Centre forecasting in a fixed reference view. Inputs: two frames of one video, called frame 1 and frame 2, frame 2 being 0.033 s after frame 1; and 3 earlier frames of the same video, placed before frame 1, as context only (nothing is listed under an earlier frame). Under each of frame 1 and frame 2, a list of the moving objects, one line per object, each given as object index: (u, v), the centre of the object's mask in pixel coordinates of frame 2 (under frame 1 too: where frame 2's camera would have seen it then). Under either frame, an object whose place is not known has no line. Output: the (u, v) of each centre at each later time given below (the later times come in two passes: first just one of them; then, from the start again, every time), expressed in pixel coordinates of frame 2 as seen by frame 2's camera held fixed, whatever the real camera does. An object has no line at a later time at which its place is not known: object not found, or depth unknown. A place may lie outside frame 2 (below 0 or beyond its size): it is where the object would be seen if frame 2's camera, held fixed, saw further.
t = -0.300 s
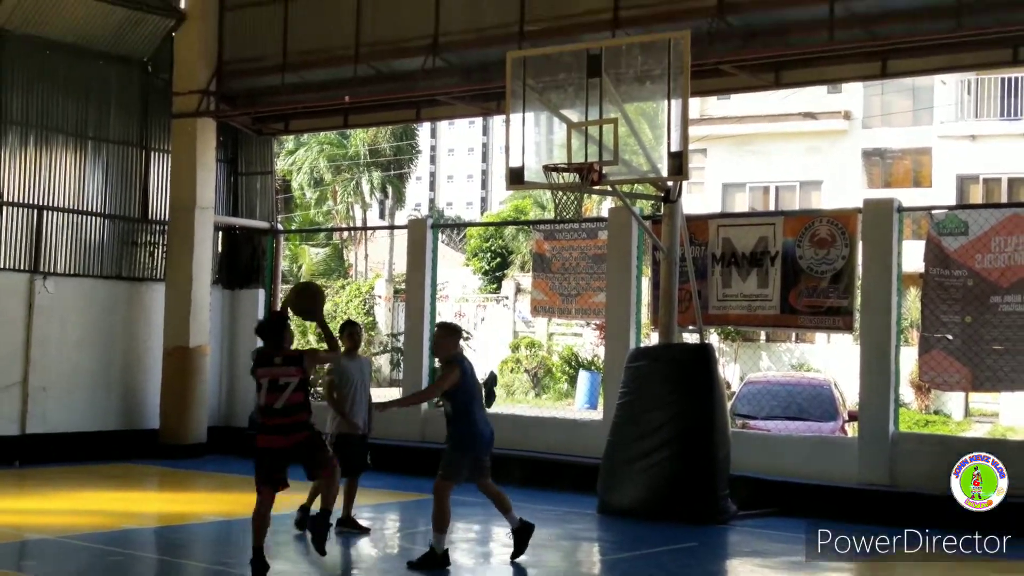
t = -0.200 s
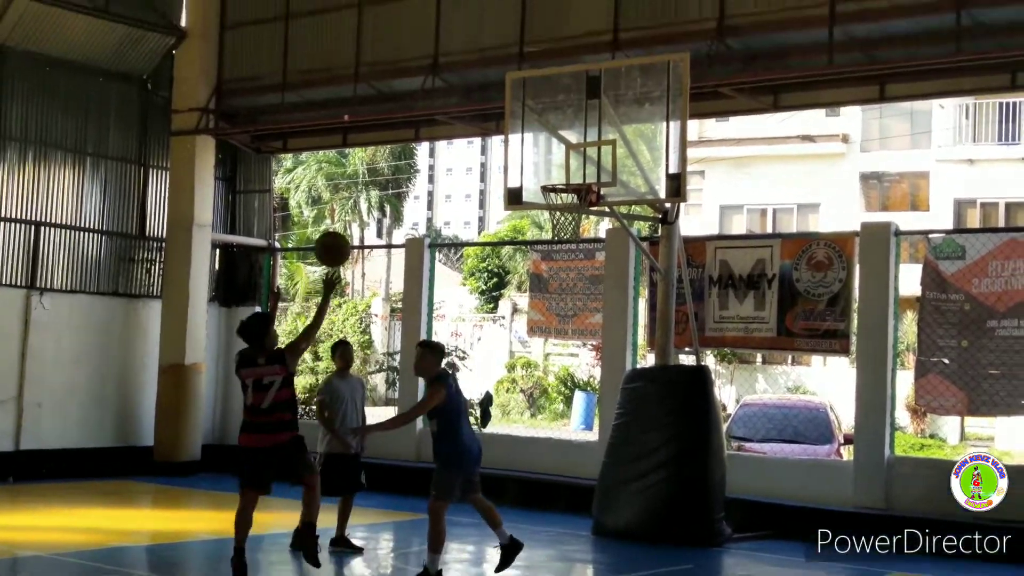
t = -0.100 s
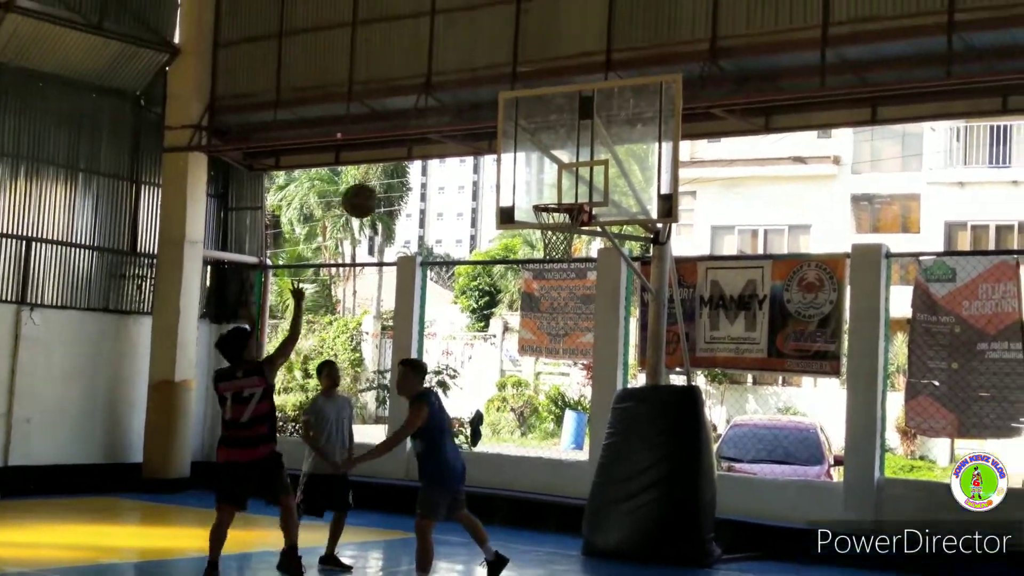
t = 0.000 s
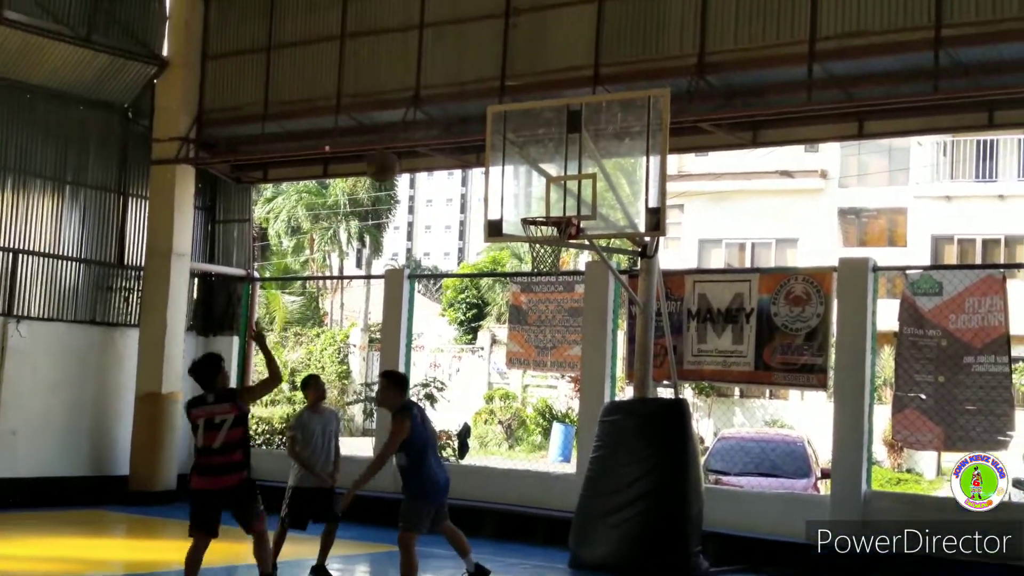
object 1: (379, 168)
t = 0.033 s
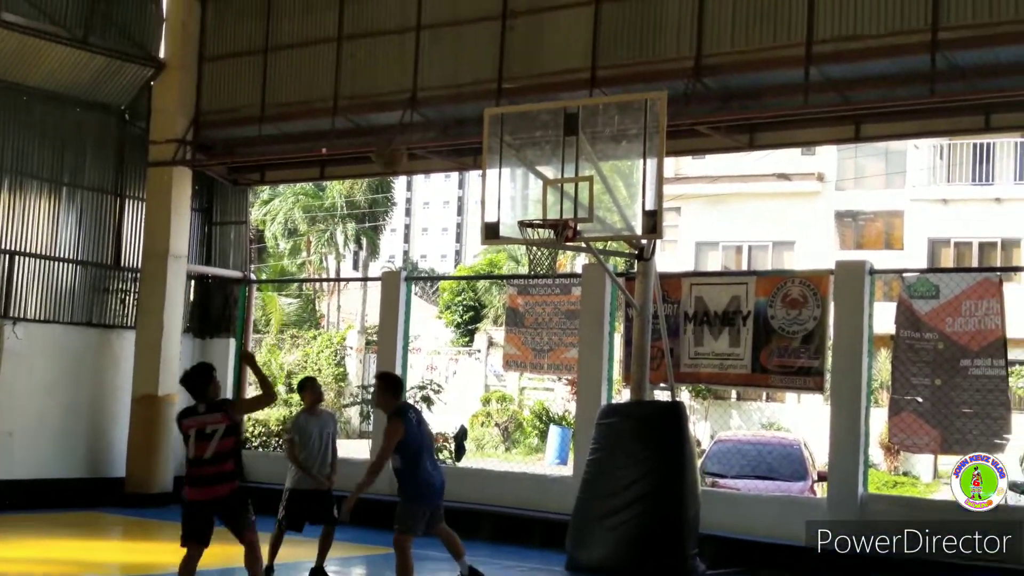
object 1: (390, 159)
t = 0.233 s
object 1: (446, 120)
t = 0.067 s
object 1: (399, 145)
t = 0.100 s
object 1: (409, 137)
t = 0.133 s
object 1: (418, 129)
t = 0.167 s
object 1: (427, 123)
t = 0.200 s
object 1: (437, 121)
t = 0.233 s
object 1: (446, 120)
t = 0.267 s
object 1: (455, 120)
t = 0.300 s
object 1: (464, 120)
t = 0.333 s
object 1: (471, 121)
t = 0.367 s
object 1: (479, 122)
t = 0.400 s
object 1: (487, 127)
